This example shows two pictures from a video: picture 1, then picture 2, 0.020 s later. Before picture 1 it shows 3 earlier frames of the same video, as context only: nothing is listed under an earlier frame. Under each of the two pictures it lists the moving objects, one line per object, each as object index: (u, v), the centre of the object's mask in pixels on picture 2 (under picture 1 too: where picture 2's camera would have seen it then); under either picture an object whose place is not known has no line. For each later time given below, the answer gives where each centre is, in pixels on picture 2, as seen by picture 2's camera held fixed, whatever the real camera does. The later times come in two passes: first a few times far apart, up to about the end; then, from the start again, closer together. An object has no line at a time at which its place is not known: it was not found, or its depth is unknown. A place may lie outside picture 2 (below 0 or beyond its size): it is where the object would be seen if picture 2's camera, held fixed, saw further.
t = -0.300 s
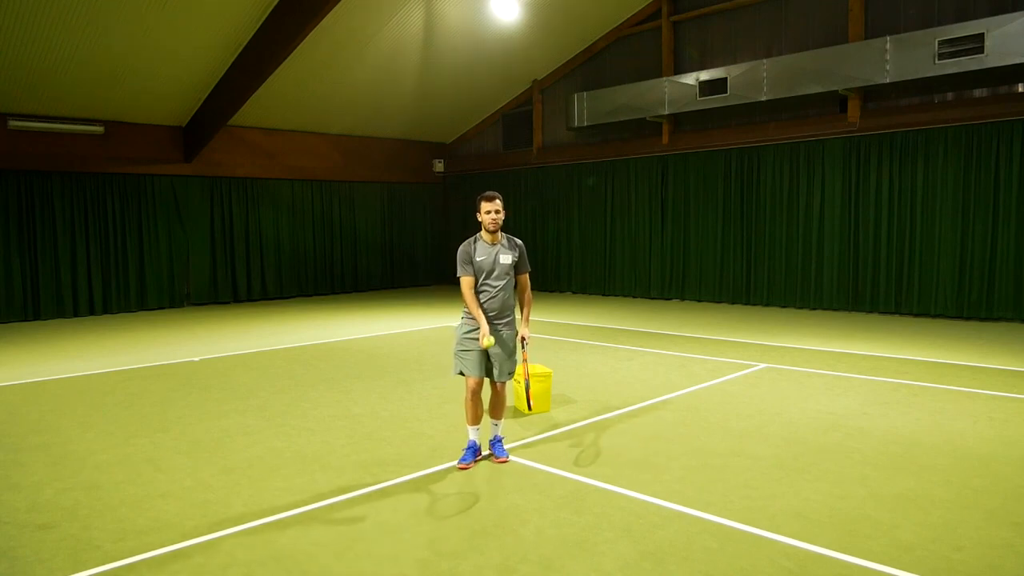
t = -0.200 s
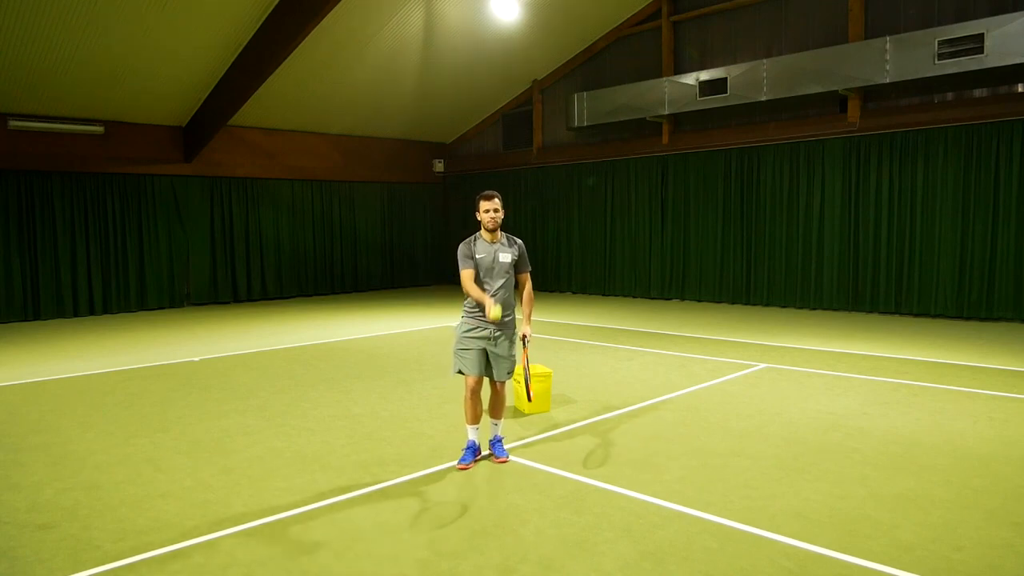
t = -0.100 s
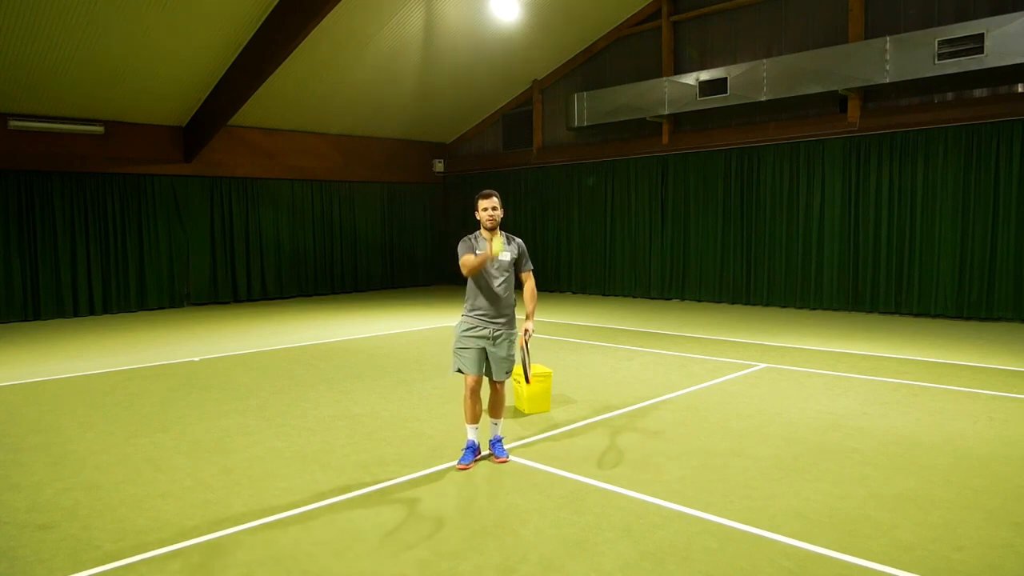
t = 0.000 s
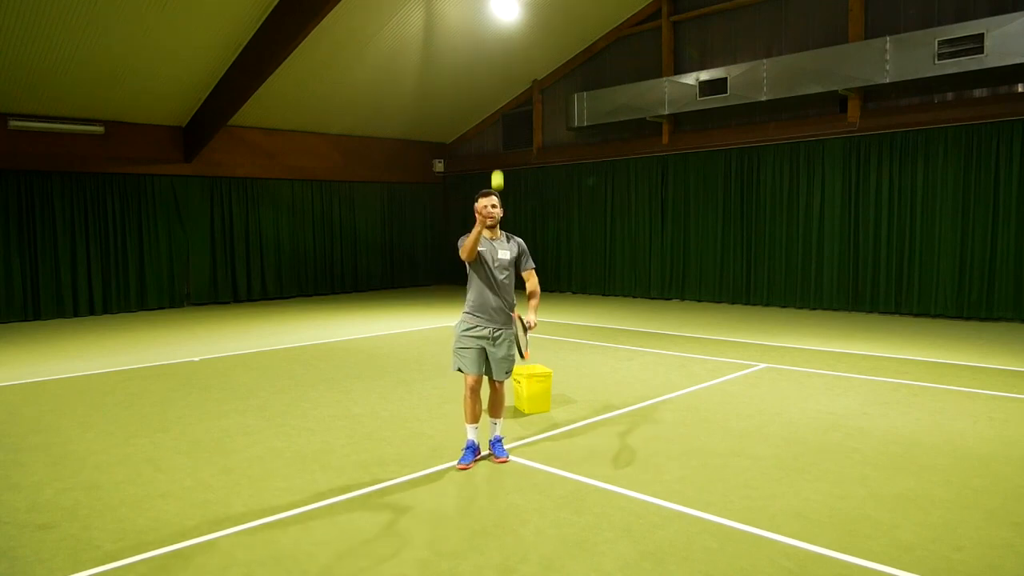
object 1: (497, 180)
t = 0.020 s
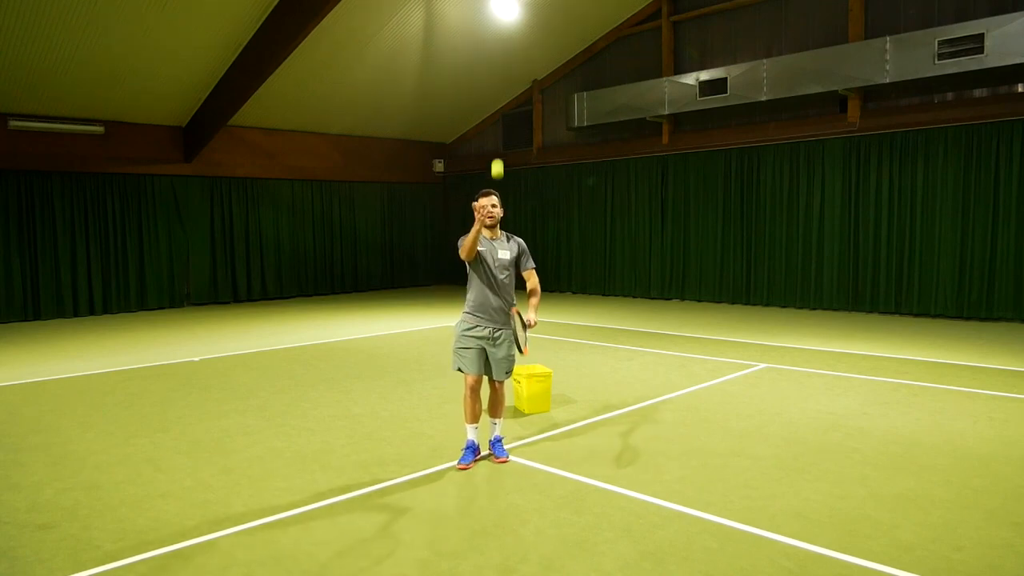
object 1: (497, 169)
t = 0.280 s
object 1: (498, 81)
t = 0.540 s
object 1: (501, 111)
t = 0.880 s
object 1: (510, 347)
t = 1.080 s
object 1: (511, 474)
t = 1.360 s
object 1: (494, 327)
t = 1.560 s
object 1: (484, 307)
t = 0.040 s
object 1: (497, 158)
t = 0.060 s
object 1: (497, 148)
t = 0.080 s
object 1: (497, 139)
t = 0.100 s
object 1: (497, 130)
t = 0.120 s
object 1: (497, 122)
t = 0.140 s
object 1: (497, 114)
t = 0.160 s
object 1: (497, 107)
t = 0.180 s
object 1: (497, 101)
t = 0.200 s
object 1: (497, 96)
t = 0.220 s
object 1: (497, 91)
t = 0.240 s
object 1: (497, 87)
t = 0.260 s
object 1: (497, 83)
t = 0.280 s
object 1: (498, 81)
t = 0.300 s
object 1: (498, 79)
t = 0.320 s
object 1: (498, 78)
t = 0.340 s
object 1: (498, 77)
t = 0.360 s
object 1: (498, 77)
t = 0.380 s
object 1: (499, 78)
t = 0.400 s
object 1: (499, 79)
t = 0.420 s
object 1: (499, 81)
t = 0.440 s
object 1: (499, 84)
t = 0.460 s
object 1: (500, 88)
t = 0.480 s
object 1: (500, 93)
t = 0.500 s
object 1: (500, 98)
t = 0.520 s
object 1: (501, 104)
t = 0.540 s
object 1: (501, 111)
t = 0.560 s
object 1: (501, 119)
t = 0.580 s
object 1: (502, 127)
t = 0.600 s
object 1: (502, 137)
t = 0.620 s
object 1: (503, 147)
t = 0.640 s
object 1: (503, 157)
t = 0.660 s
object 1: (504, 169)
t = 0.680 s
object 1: (504, 181)
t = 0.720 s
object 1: (506, 208)
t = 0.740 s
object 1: (506, 222)
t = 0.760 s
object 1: (506, 237)
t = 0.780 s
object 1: (507, 253)
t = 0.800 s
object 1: (507, 272)
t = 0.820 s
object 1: (507, 290)
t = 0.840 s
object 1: (508, 309)
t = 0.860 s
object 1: (509, 326)
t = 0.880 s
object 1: (510, 347)
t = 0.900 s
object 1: (510, 368)
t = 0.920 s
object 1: (510, 390)
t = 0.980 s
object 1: (512, 461)
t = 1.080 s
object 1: (511, 474)
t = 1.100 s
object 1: (510, 459)
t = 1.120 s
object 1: (508, 448)
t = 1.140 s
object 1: (506, 432)
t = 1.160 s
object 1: (506, 418)
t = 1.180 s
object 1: (505, 408)
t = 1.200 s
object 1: (504, 396)
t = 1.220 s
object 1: (502, 385)
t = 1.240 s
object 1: (501, 374)
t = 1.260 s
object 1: (500, 365)
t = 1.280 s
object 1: (499, 355)
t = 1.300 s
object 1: (498, 348)
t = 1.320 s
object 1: (496, 340)
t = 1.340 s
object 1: (495, 333)
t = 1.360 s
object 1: (494, 327)
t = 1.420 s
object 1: (491, 312)
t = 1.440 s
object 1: (490, 310)
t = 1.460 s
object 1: (489, 307)
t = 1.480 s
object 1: (487, 306)
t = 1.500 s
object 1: (487, 305)
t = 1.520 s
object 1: (486, 305)
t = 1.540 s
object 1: (484, 306)
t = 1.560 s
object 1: (484, 307)
